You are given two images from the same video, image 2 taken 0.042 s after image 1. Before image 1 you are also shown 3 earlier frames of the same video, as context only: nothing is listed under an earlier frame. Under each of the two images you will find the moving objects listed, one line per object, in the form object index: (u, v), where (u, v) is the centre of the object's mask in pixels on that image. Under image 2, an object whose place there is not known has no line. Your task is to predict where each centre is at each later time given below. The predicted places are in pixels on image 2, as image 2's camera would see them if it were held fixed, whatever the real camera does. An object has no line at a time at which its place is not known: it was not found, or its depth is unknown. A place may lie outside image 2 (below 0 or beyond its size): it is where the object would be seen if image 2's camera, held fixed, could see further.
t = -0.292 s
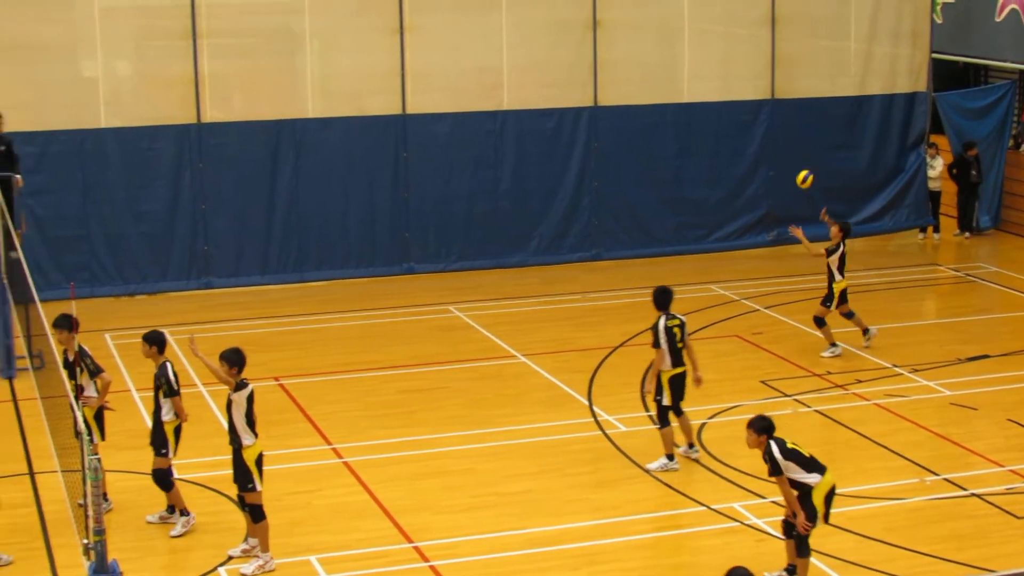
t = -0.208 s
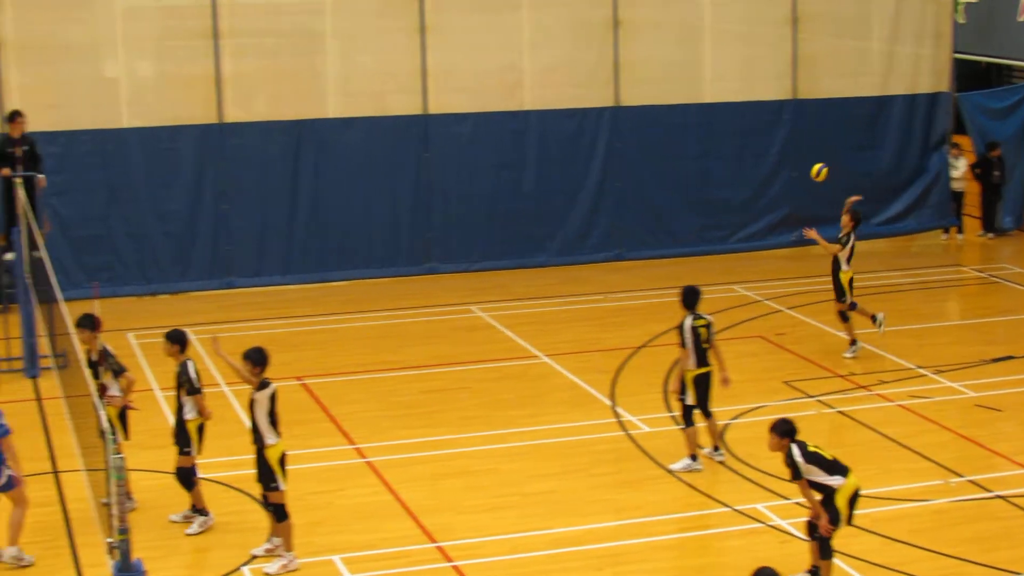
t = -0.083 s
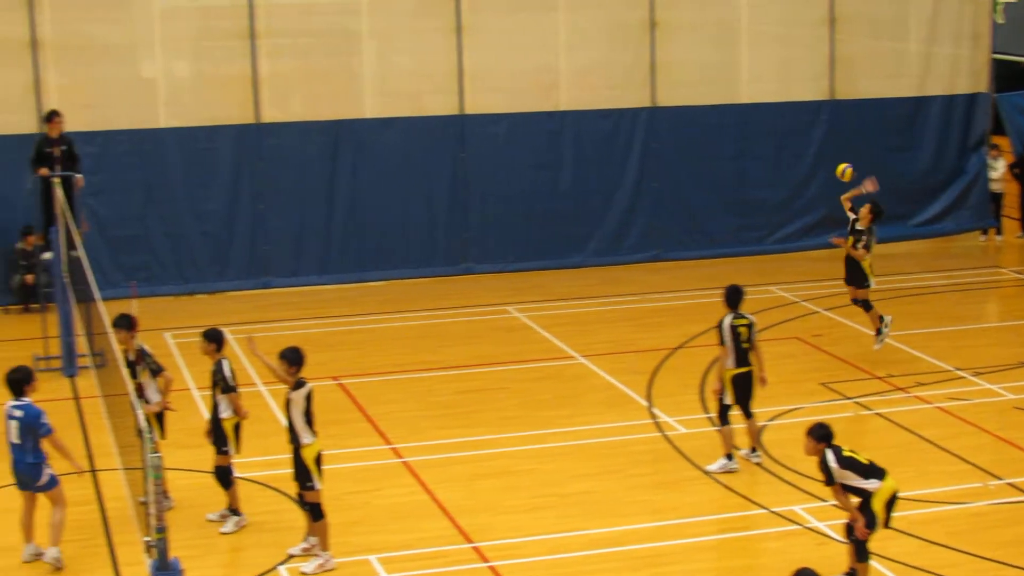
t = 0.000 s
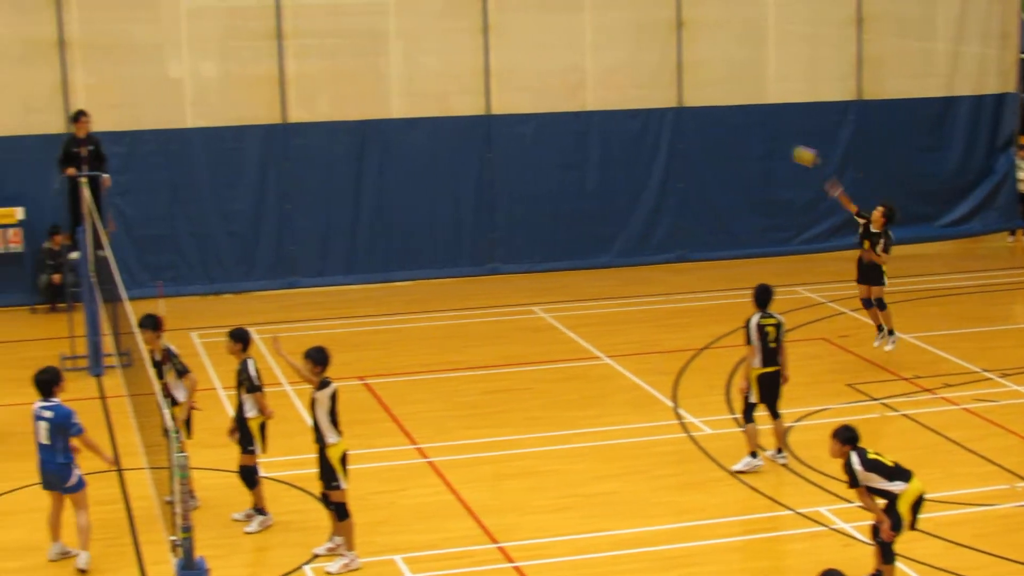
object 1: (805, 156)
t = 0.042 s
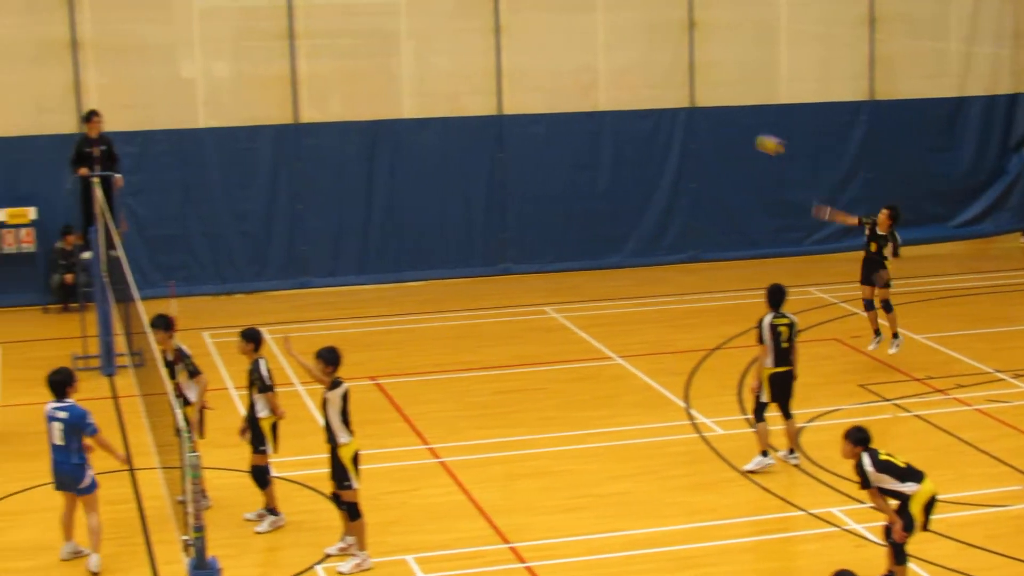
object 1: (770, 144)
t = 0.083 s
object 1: (723, 133)
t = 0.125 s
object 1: (678, 123)
